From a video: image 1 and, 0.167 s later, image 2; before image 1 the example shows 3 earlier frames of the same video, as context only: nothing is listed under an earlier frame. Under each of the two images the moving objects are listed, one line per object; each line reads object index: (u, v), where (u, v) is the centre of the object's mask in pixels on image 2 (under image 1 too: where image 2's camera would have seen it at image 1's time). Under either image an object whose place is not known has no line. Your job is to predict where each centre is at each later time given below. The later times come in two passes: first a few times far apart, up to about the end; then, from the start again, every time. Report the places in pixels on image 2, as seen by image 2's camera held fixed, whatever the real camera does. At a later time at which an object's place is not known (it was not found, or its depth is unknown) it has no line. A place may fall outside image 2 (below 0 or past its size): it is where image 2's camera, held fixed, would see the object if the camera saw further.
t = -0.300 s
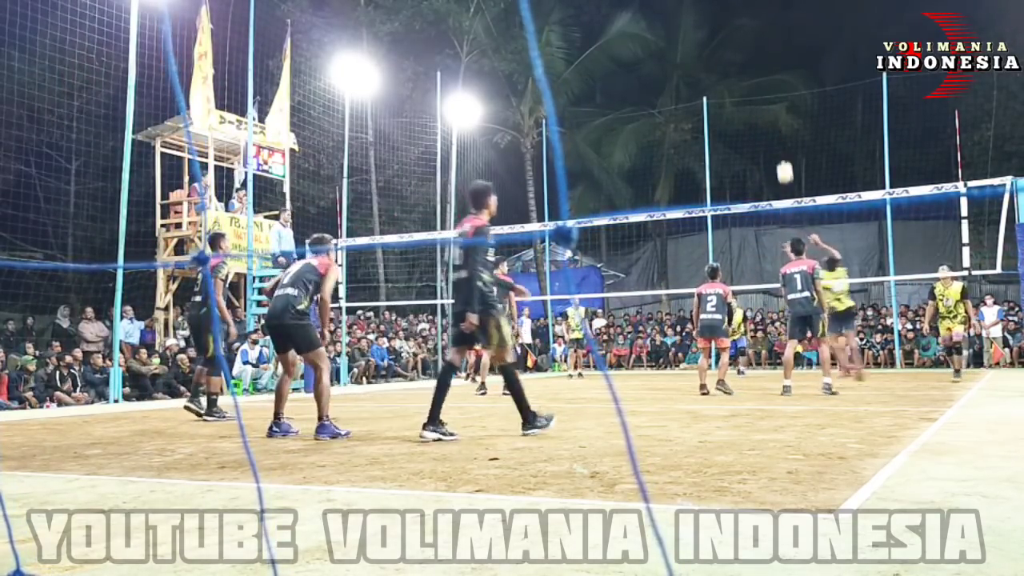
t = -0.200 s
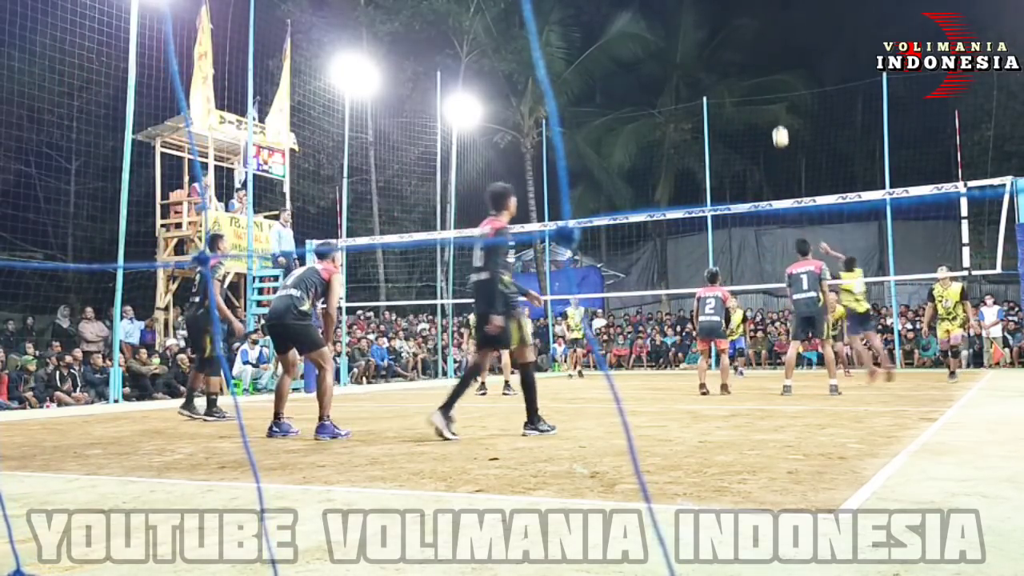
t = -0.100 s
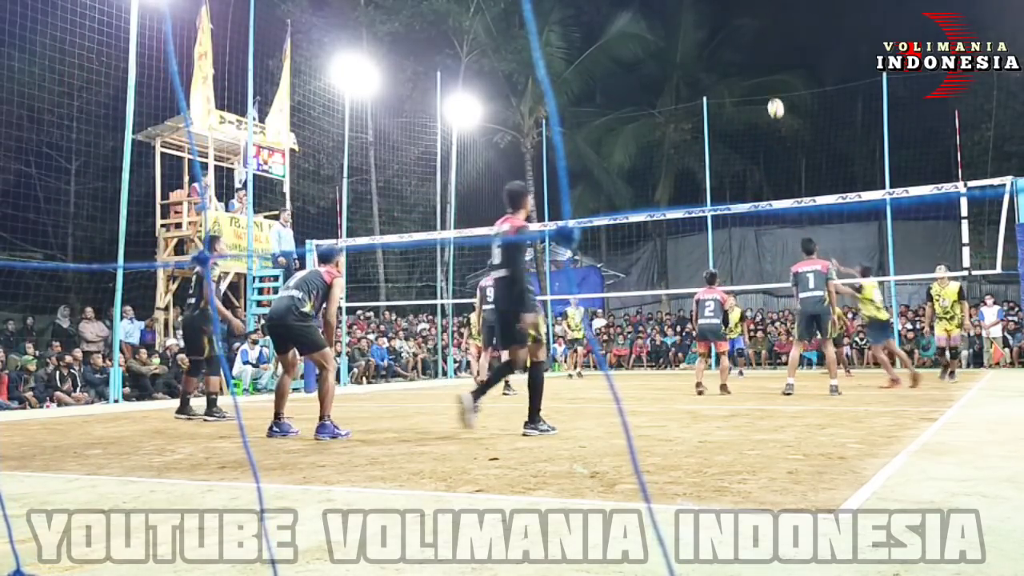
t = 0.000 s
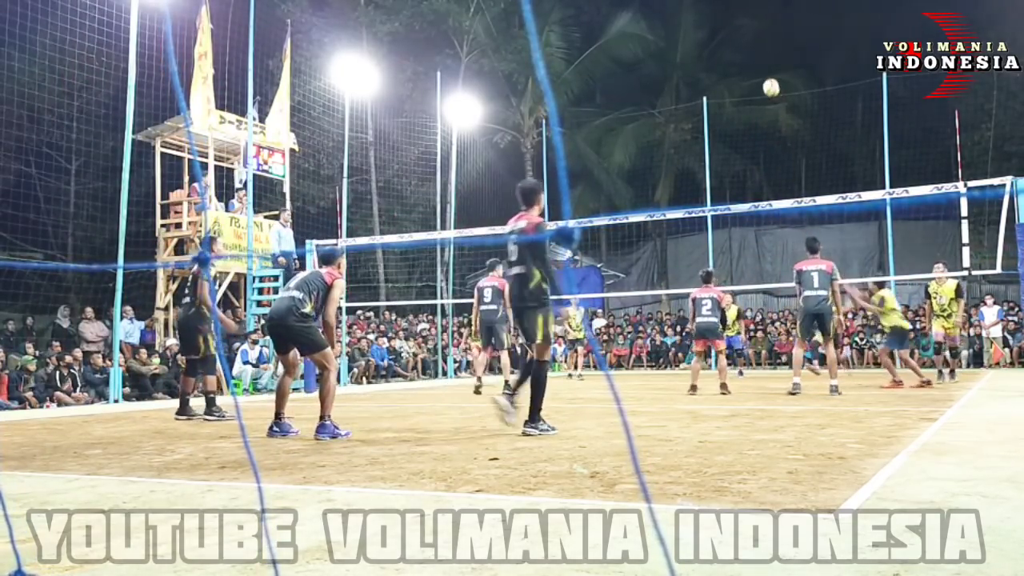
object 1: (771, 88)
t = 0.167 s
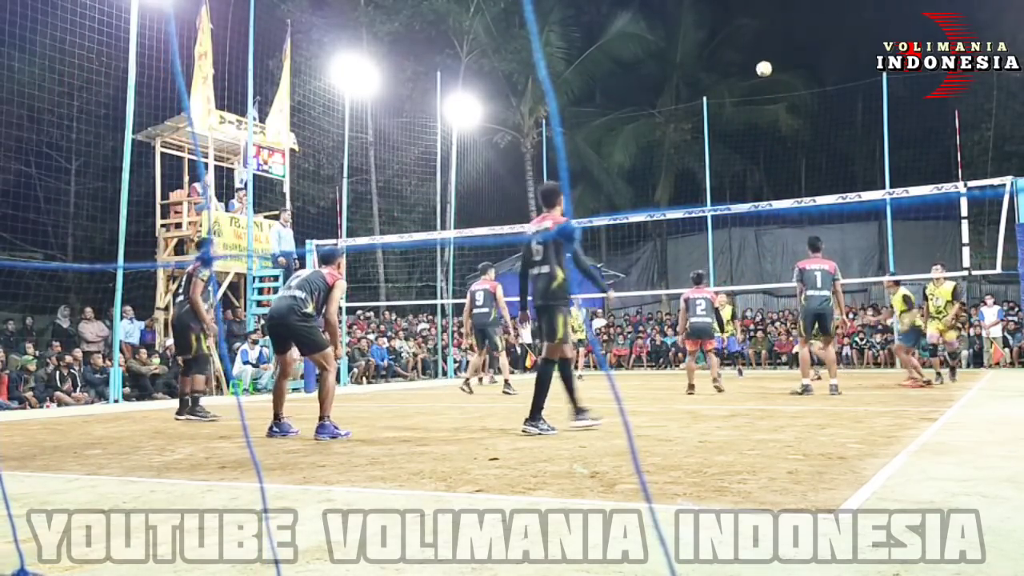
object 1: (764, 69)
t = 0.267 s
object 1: (758, 67)
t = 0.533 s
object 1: (750, 95)
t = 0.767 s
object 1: (743, 154)
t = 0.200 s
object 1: (763, 67)
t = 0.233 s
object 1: (760, 66)
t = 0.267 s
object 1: (758, 67)
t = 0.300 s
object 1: (757, 68)
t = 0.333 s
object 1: (756, 69)
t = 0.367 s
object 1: (755, 72)
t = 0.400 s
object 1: (754, 75)
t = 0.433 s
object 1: (752, 79)
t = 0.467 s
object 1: (751, 84)
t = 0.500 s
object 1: (751, 89)
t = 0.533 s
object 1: (750, 95)
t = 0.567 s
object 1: (748, 102)
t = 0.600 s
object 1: (747, 109)
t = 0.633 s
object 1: (746, 117)
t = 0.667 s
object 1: (746, 125)
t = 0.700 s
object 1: (745, 134)
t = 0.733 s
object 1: (744, 144)
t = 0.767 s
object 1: (743, 154)
